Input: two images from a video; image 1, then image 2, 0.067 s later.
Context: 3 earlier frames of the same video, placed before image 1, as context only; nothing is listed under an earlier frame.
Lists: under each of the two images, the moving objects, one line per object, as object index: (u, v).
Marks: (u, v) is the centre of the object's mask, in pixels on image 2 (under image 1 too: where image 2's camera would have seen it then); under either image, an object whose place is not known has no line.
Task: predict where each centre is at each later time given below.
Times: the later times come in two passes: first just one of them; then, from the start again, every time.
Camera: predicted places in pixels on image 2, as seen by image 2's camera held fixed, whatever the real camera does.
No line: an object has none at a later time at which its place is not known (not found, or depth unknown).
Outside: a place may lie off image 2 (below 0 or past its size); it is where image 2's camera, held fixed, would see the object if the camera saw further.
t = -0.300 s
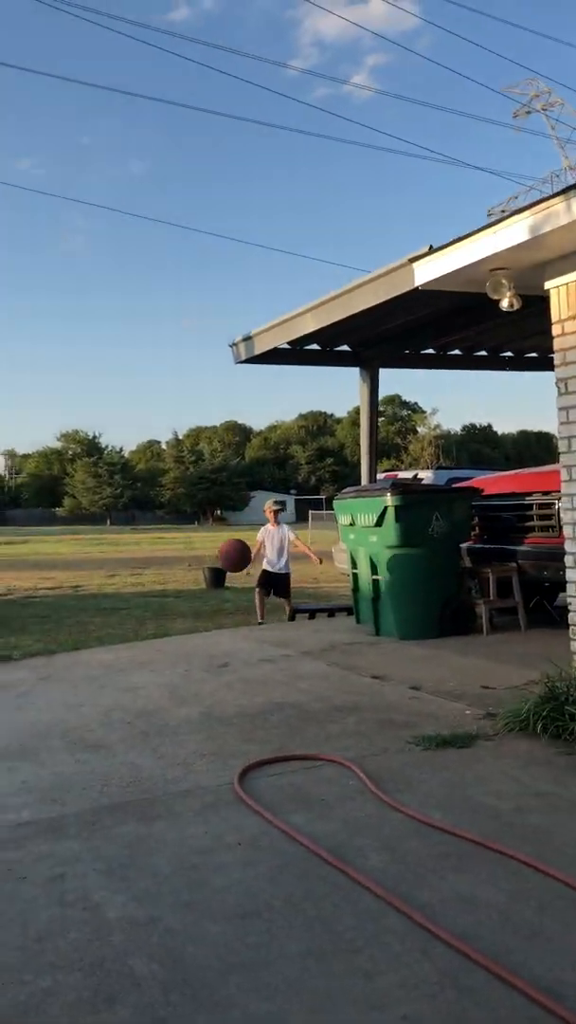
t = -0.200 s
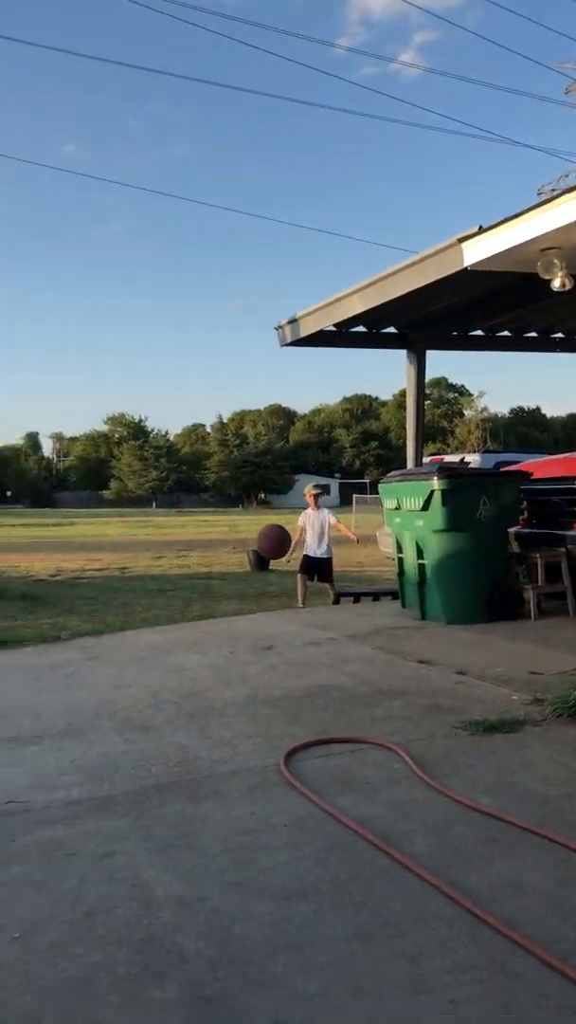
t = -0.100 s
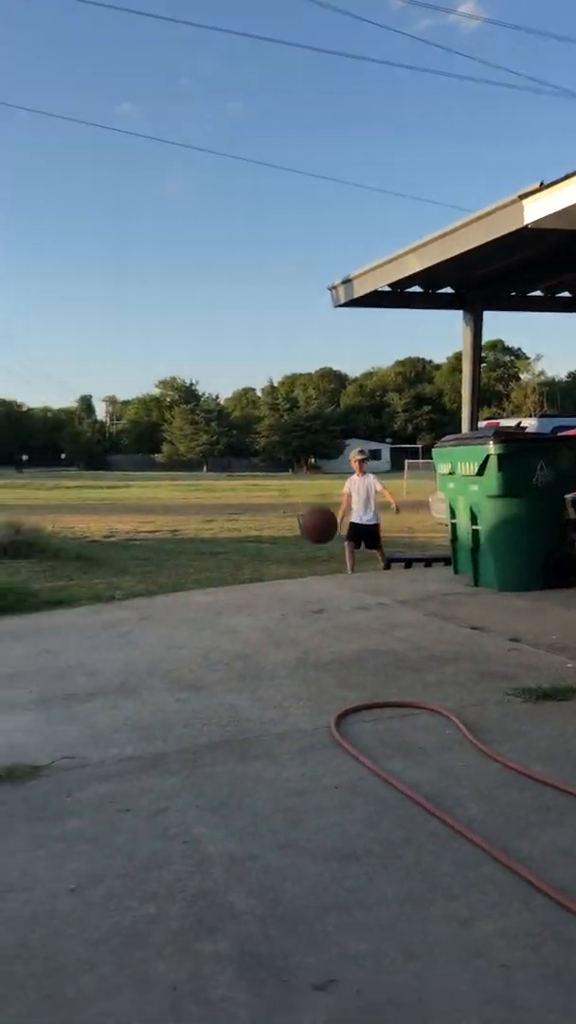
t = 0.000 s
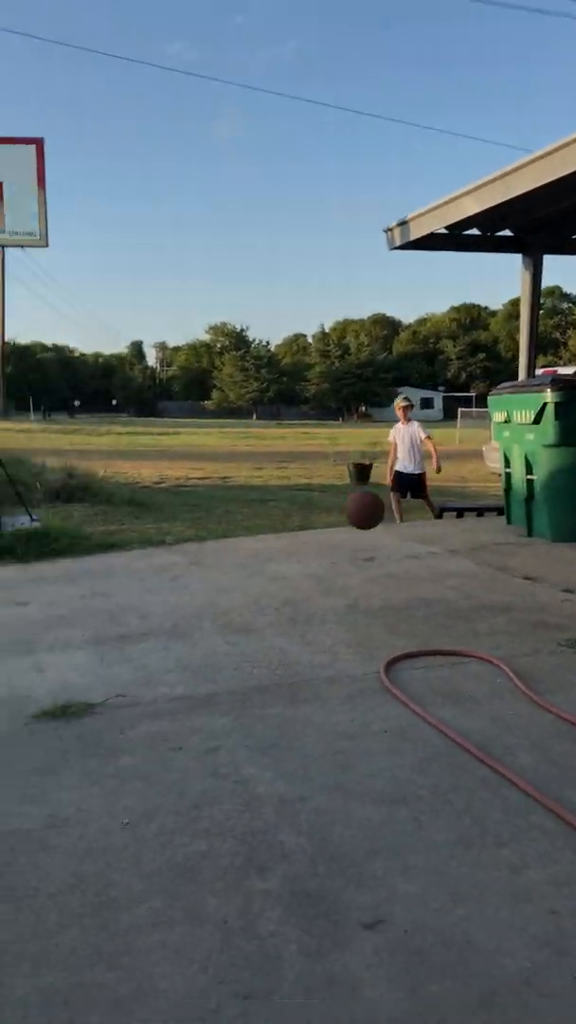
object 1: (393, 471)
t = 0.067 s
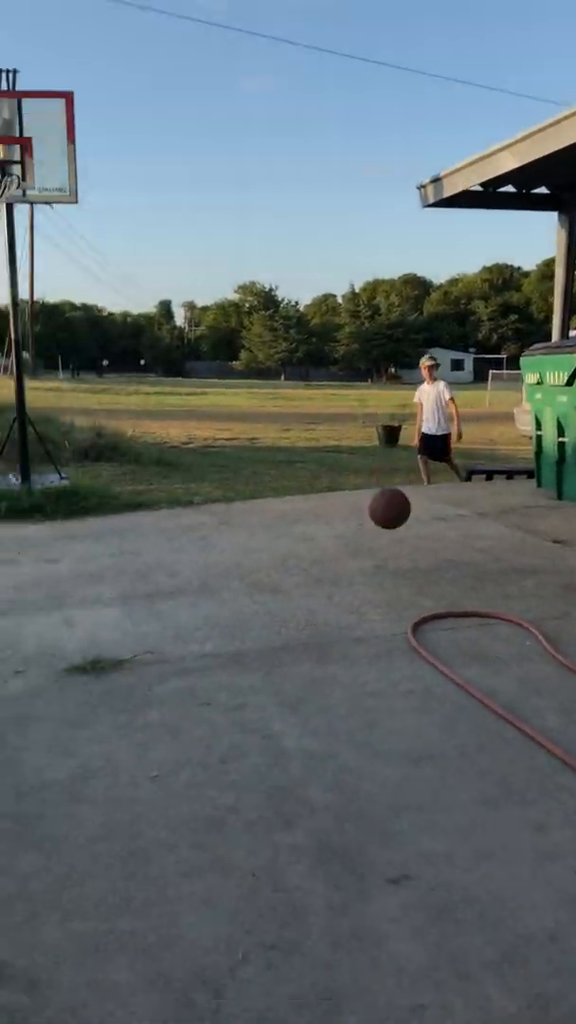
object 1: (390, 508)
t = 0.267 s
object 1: (373, 503)
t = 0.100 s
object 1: (388, 530)
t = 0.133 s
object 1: (385, 542)
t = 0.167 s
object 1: (382, 529)
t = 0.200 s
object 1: (379, 519)
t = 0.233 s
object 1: (376, 510)
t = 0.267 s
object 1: (373, 503)
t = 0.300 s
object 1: (369, 498)
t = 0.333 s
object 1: (366, 495)
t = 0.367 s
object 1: (362, 494)
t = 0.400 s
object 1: (359, 495)
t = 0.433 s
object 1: (355, 498)
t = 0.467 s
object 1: (351, 504)
